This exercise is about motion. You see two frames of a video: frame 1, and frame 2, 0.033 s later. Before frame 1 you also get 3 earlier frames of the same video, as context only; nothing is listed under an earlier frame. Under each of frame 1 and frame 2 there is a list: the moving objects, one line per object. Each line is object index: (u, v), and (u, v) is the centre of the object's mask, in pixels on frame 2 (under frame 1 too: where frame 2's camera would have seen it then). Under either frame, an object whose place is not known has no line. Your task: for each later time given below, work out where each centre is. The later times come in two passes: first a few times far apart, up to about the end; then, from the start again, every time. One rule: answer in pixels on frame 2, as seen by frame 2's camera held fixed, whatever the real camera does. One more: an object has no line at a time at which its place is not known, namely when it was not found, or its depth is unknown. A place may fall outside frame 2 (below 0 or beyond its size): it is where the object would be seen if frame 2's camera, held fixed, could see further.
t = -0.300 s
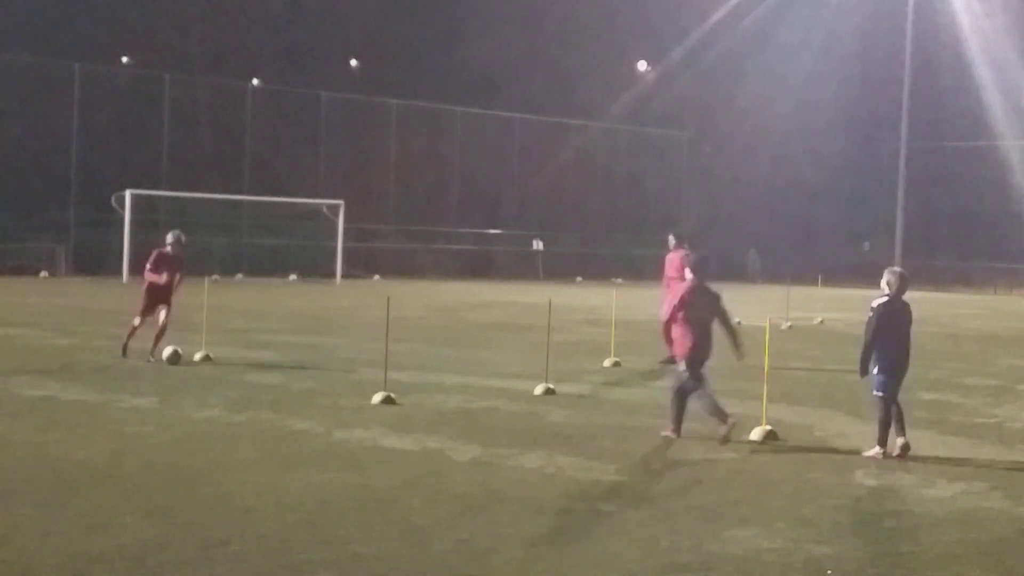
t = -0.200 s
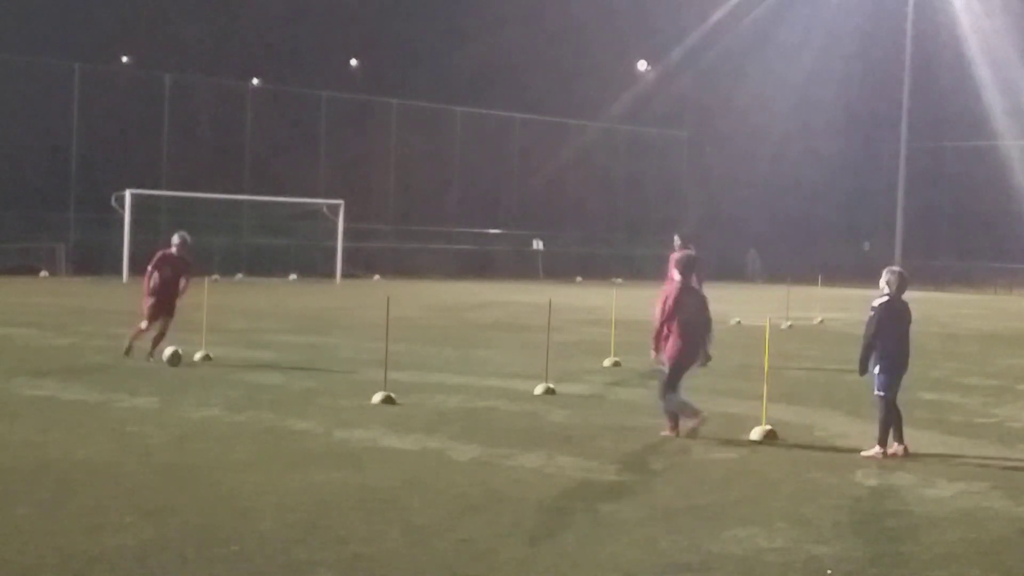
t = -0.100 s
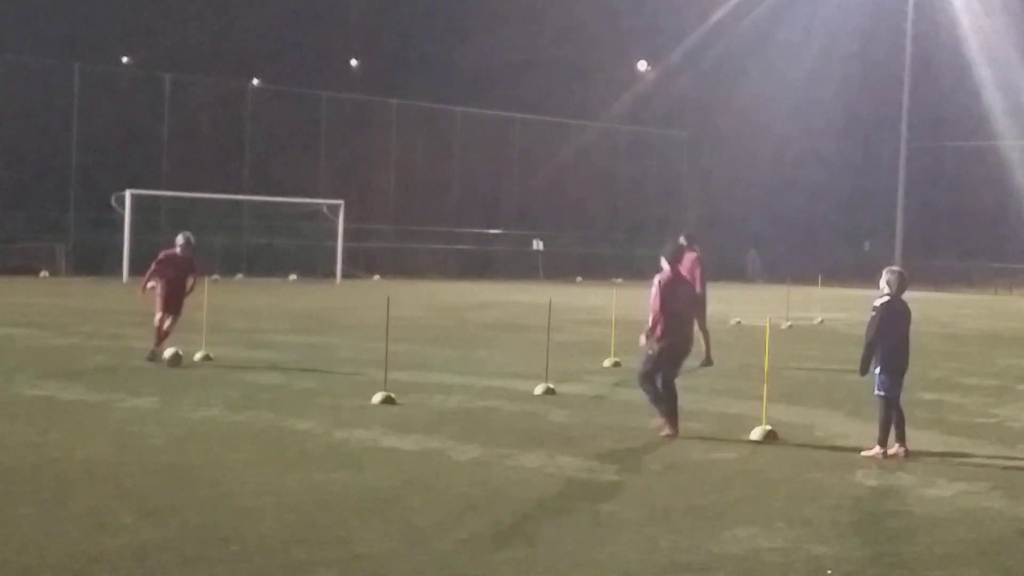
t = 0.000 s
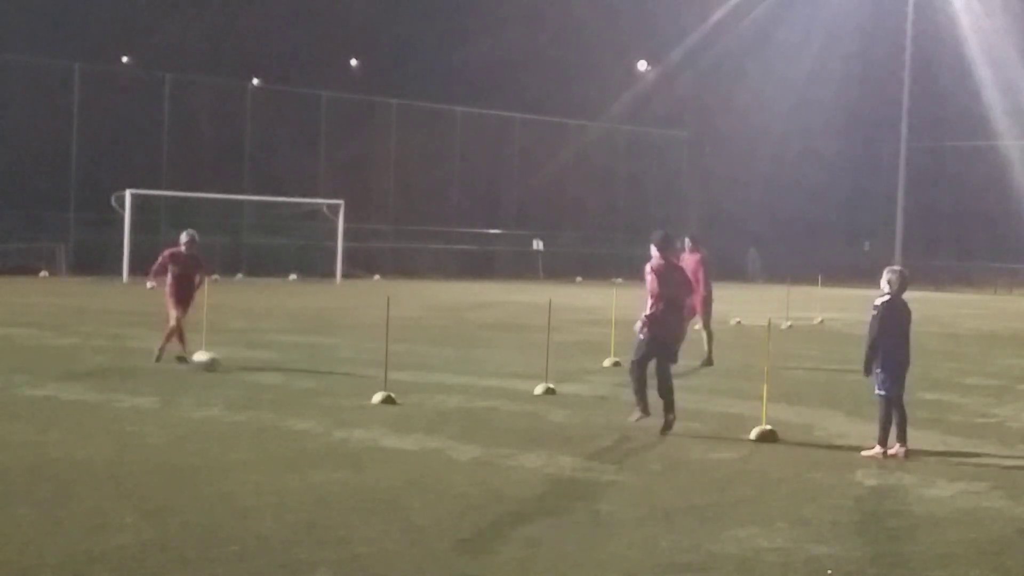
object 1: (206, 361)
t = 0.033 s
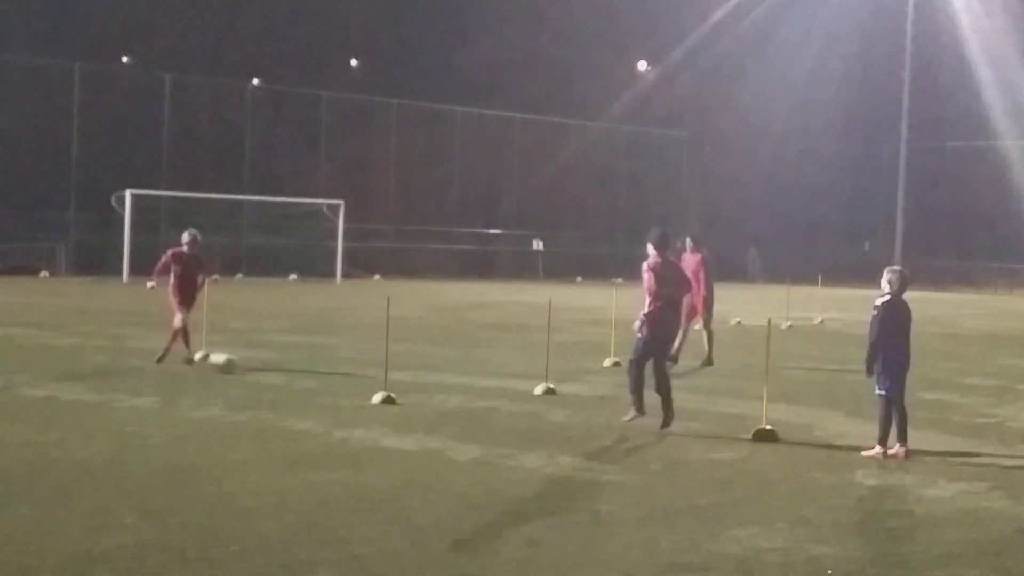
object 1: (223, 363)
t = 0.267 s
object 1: (332, 375)
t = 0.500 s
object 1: (433, 388)
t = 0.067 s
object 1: (238, 364)
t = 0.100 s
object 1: (255, 366)
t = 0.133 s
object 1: (270, 366)
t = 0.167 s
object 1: (287, 369)
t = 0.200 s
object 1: (301, 371)
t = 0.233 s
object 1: (317, 374)
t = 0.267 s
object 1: (332, 375)
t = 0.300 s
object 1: (348, 377)
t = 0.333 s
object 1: (363, 380)
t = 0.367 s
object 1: (377, 382)
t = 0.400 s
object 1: (393, 382)
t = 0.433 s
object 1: (405, 382)
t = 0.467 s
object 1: (420, 387)
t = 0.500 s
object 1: (433, 388)
